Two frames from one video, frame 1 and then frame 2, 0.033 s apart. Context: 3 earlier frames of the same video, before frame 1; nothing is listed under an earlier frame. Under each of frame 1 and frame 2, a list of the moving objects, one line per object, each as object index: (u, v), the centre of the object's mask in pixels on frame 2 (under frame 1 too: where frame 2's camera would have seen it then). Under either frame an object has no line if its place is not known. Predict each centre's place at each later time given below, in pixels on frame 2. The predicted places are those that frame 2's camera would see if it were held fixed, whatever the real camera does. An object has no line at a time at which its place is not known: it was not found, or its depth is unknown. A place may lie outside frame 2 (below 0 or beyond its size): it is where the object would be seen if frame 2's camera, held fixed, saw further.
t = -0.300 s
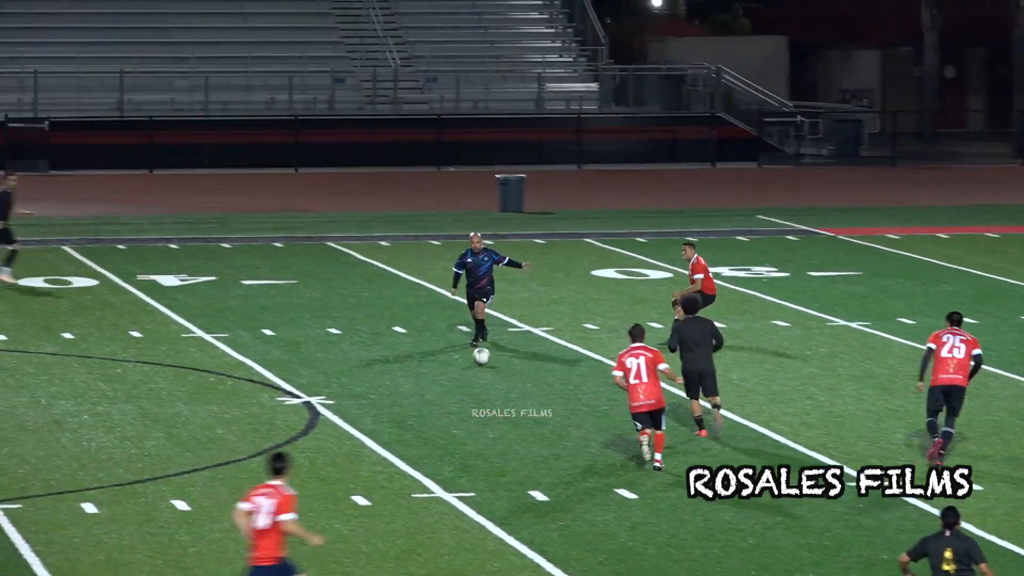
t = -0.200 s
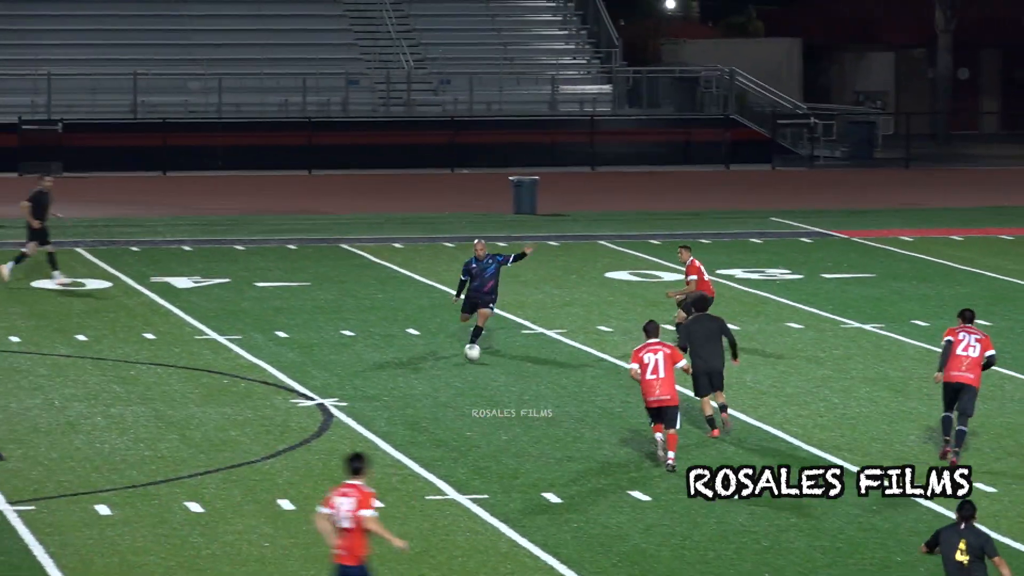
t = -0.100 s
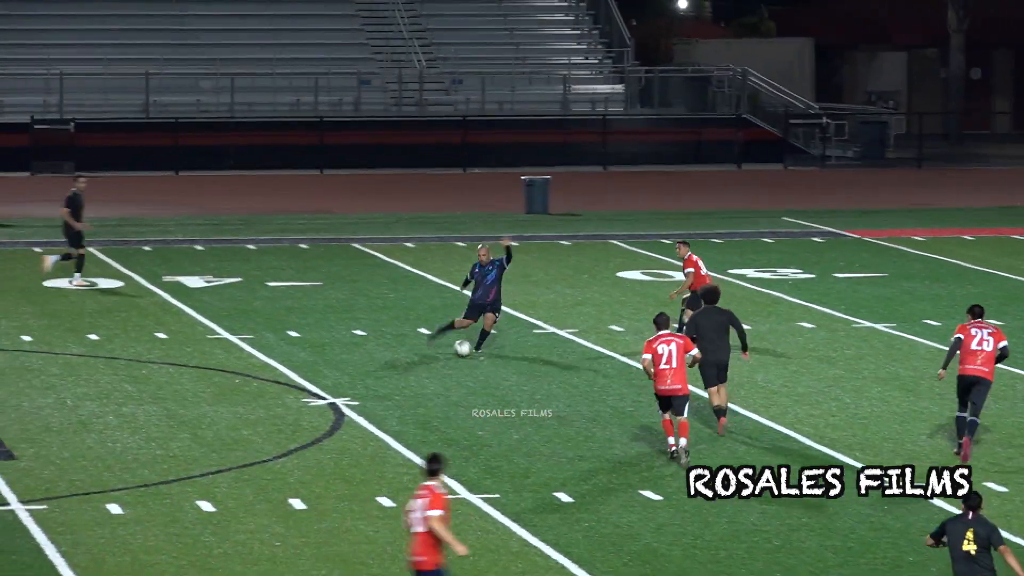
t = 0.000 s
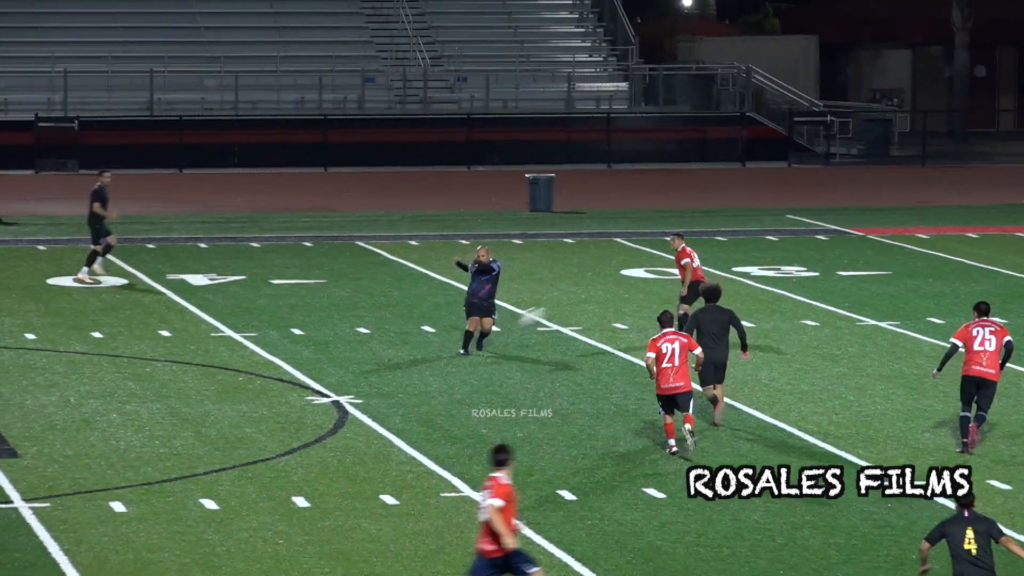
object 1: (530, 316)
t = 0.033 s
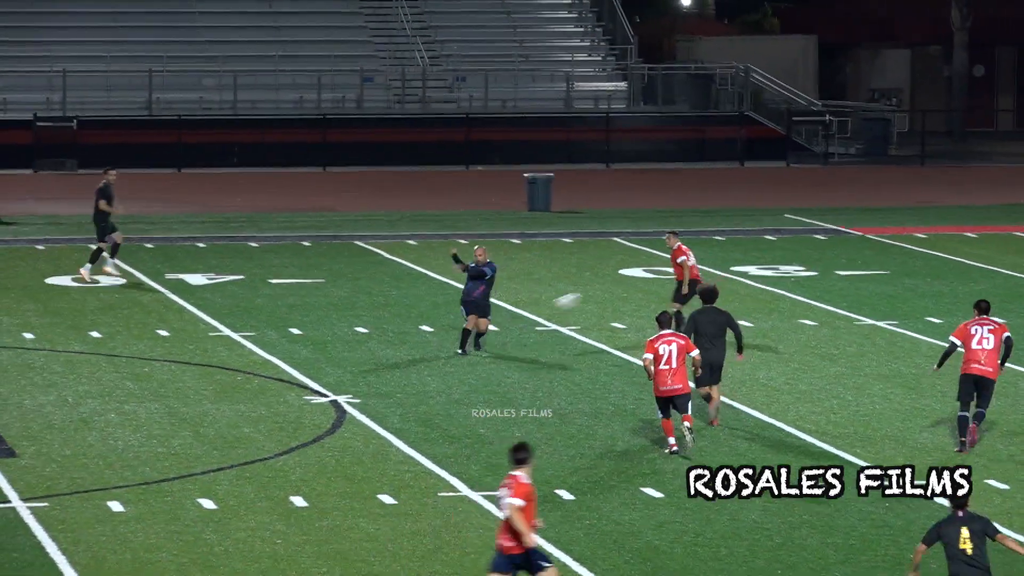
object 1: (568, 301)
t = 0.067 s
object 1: (607, 289)
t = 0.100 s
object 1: (644, 277)
